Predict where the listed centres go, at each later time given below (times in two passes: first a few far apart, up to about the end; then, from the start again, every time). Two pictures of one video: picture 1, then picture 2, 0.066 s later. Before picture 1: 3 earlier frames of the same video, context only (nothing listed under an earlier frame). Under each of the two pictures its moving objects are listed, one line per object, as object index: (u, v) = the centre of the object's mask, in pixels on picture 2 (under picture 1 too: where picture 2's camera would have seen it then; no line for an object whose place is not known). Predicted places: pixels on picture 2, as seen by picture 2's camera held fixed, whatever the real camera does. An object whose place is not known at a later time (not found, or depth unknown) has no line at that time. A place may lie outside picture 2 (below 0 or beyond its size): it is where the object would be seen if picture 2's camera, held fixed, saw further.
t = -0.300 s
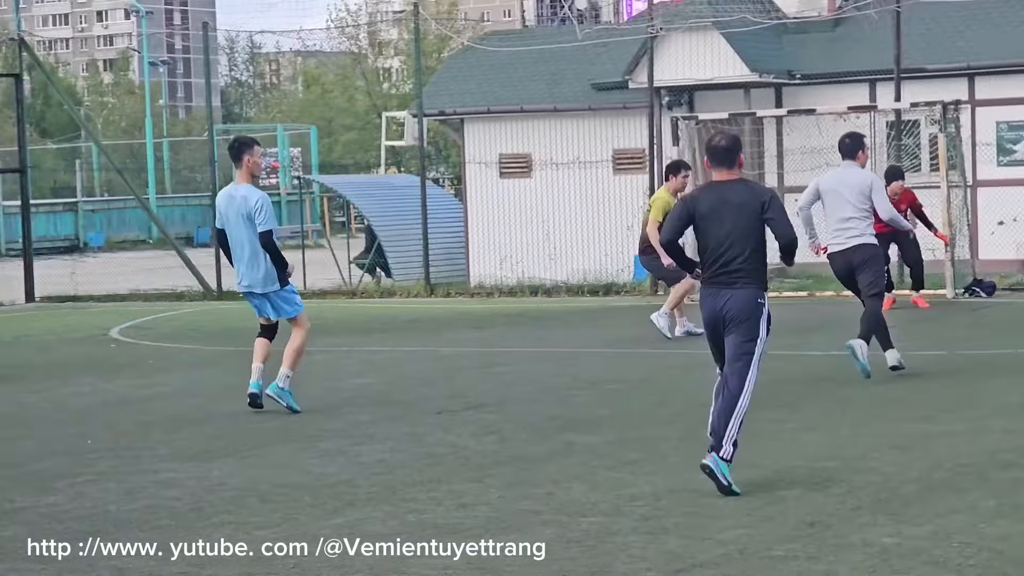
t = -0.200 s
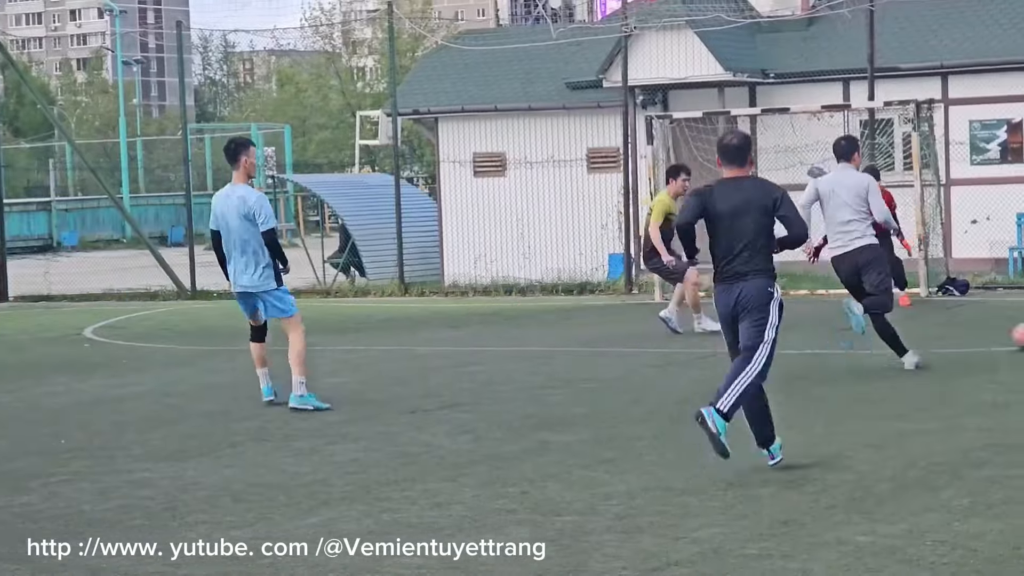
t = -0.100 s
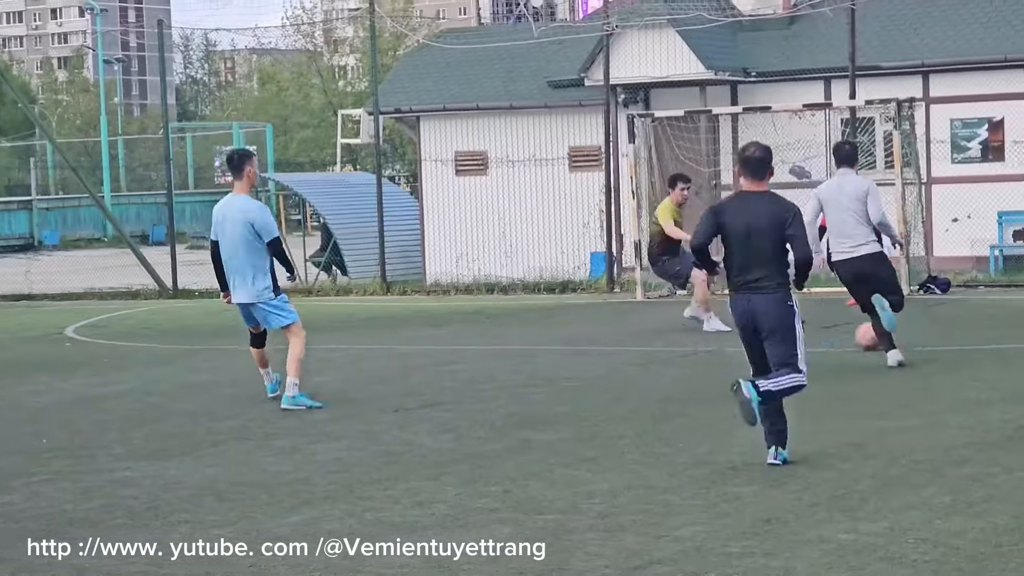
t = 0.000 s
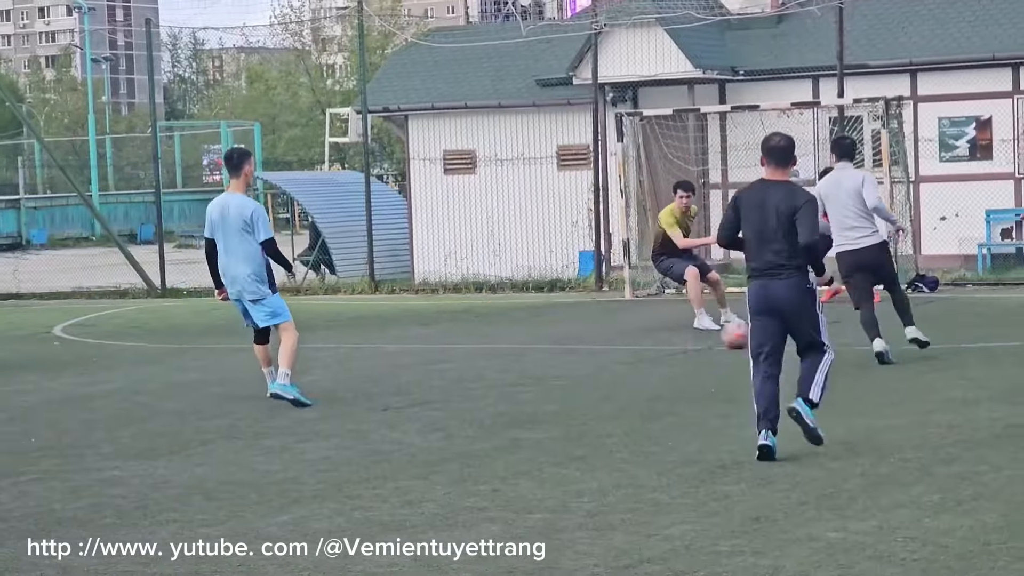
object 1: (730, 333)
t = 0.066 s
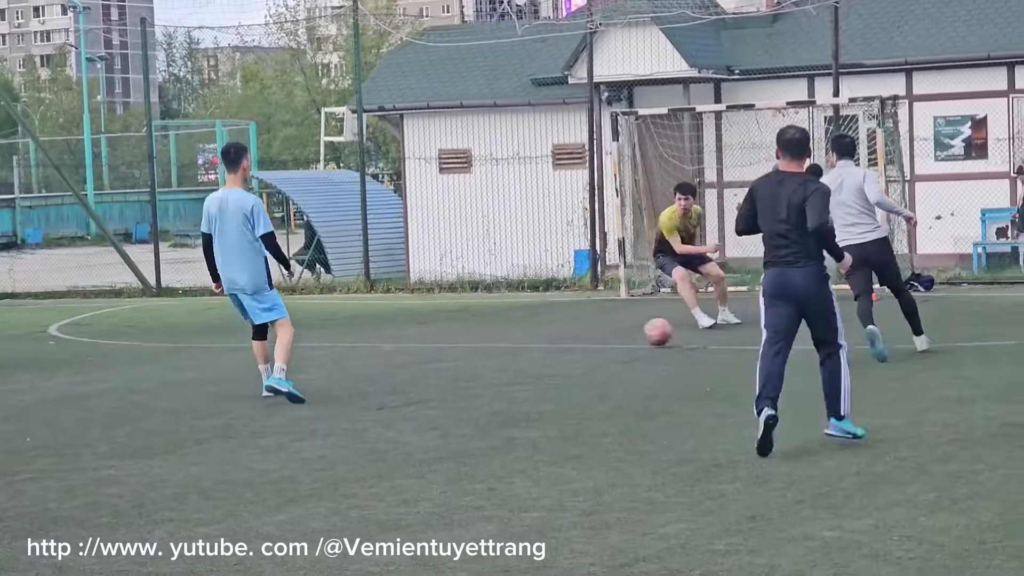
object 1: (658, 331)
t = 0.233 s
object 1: (494, 332)
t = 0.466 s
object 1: (314, 334)
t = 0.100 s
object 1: (623, 330)
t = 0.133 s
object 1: (589, 331)
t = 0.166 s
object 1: (555, 333)
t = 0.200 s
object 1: (523, 333)
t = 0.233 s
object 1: (494, 332)
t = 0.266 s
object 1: (465, 332)
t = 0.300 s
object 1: (437, 333)
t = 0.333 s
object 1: (408, 336)
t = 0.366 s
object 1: (384, 335)
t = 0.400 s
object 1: (360, 333)
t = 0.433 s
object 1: (337, 333)
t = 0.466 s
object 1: (314, 334)
